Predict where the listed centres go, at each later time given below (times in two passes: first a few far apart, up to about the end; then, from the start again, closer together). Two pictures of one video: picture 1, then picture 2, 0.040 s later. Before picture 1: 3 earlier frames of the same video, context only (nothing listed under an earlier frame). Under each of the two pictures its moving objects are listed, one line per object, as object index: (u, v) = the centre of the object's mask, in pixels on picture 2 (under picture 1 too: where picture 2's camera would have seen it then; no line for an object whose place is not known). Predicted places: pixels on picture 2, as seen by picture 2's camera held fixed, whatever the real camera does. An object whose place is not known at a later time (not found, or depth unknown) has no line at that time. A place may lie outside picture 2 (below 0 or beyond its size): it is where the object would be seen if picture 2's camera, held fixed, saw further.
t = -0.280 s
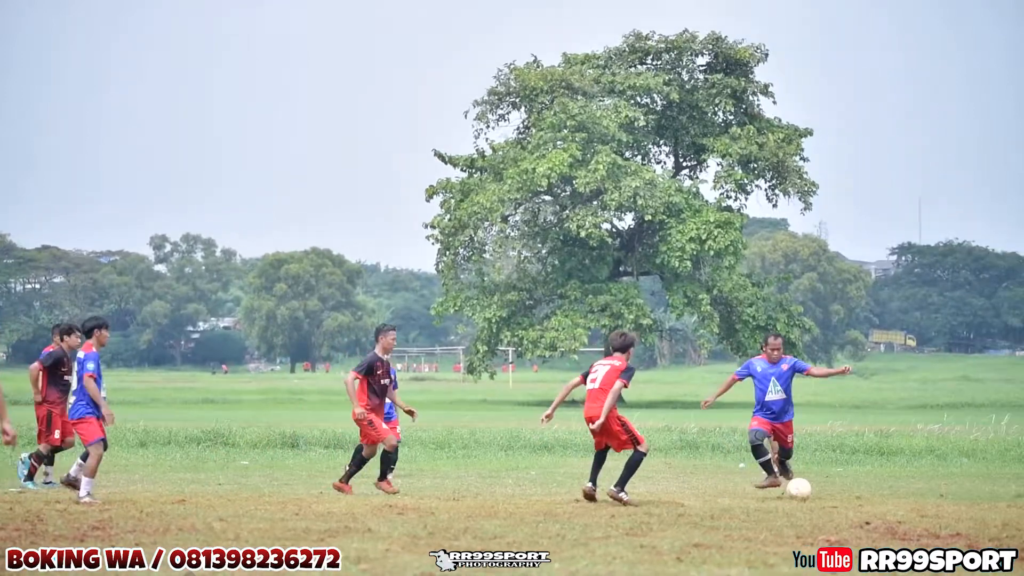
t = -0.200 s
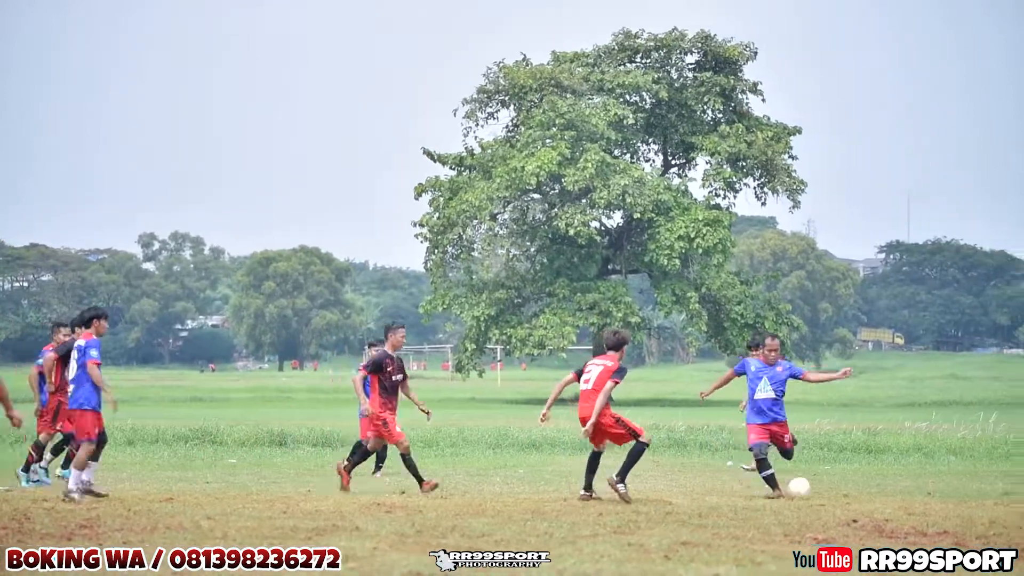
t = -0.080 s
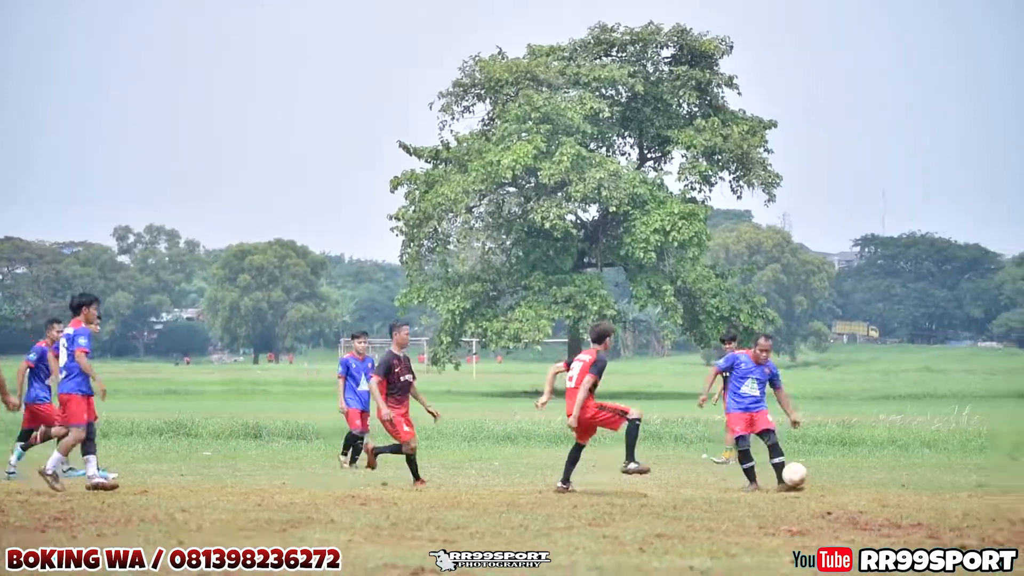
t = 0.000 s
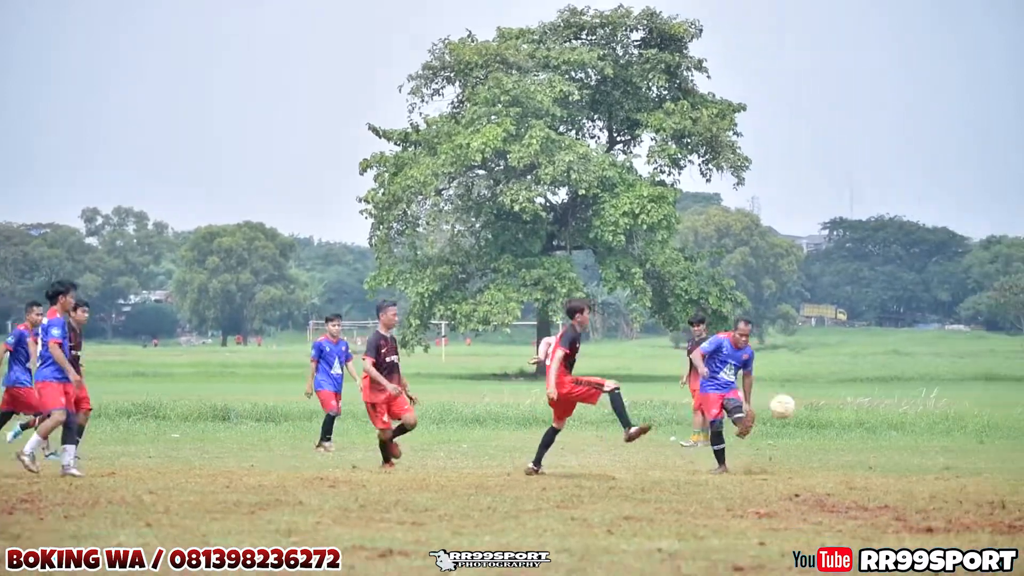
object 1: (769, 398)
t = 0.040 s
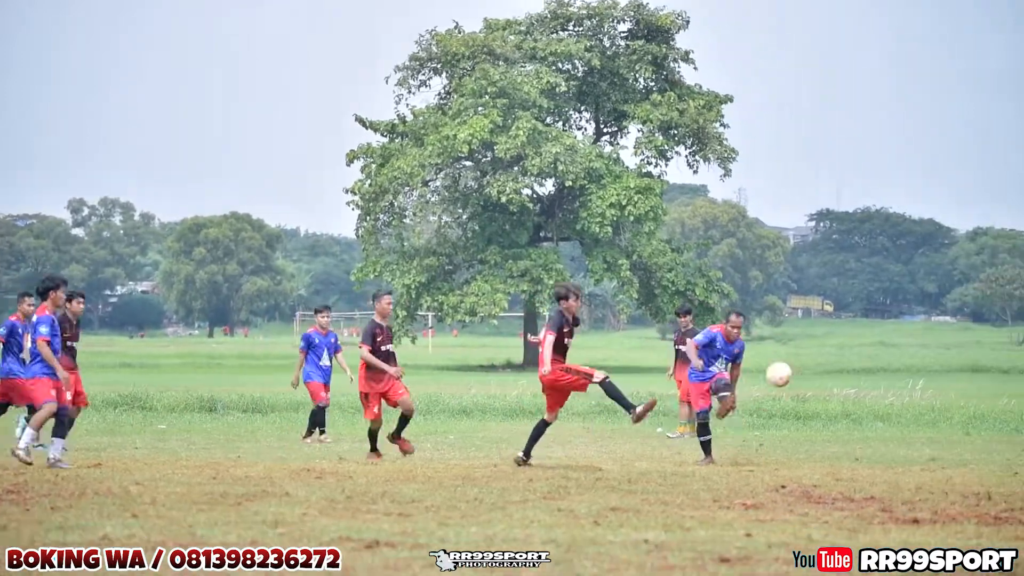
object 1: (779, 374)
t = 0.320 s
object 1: (853, 242)
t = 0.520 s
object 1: (911, 184)
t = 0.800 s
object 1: (1005, 171)
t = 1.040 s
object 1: (1092, 241)
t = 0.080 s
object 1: (789, 352)
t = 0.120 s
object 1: (800, 331)
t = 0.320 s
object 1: (853, 242)
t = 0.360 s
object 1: (864, 229)
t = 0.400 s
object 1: (875, 214)
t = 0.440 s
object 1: (888, 202)
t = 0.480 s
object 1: (899, 192)
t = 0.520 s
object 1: (911, 184)
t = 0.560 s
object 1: (924, 177)
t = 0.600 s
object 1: (936, 172)
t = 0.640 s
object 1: (949, 167)
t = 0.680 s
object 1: (963, 165)
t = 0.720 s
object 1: (977, 164)
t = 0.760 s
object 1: (991, 167)
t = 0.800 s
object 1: (1005, 171)
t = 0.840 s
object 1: (1018, 176)
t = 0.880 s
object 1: (1032, 185)
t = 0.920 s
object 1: (1047, 195)
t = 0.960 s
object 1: (1060, 208)
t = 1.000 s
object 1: (1076, 223)
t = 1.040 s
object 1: (1092, 241)
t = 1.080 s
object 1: (1109, 262)
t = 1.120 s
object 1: (1126, 286)
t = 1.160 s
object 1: (1142, 312)
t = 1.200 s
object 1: (1159, 342)
